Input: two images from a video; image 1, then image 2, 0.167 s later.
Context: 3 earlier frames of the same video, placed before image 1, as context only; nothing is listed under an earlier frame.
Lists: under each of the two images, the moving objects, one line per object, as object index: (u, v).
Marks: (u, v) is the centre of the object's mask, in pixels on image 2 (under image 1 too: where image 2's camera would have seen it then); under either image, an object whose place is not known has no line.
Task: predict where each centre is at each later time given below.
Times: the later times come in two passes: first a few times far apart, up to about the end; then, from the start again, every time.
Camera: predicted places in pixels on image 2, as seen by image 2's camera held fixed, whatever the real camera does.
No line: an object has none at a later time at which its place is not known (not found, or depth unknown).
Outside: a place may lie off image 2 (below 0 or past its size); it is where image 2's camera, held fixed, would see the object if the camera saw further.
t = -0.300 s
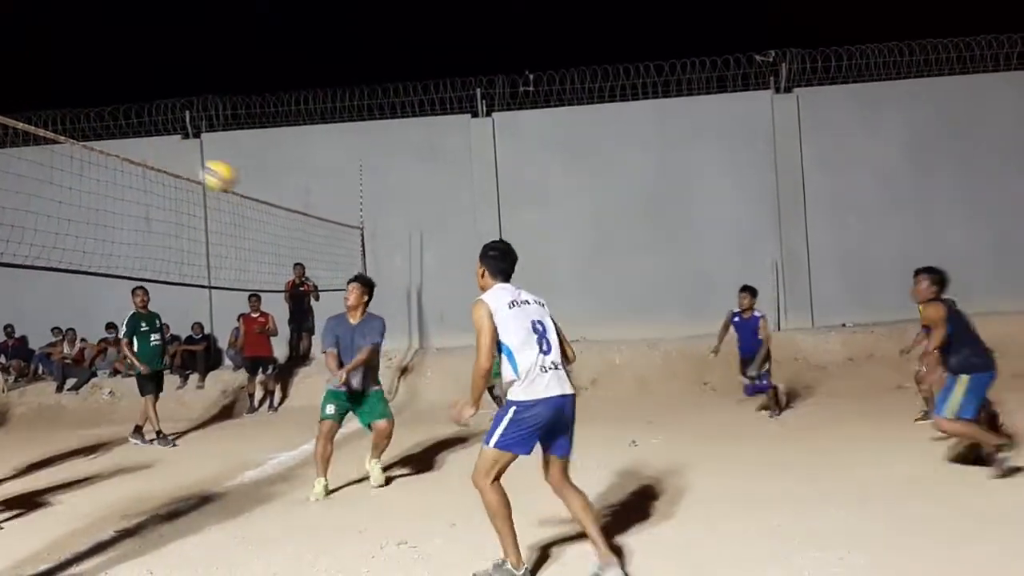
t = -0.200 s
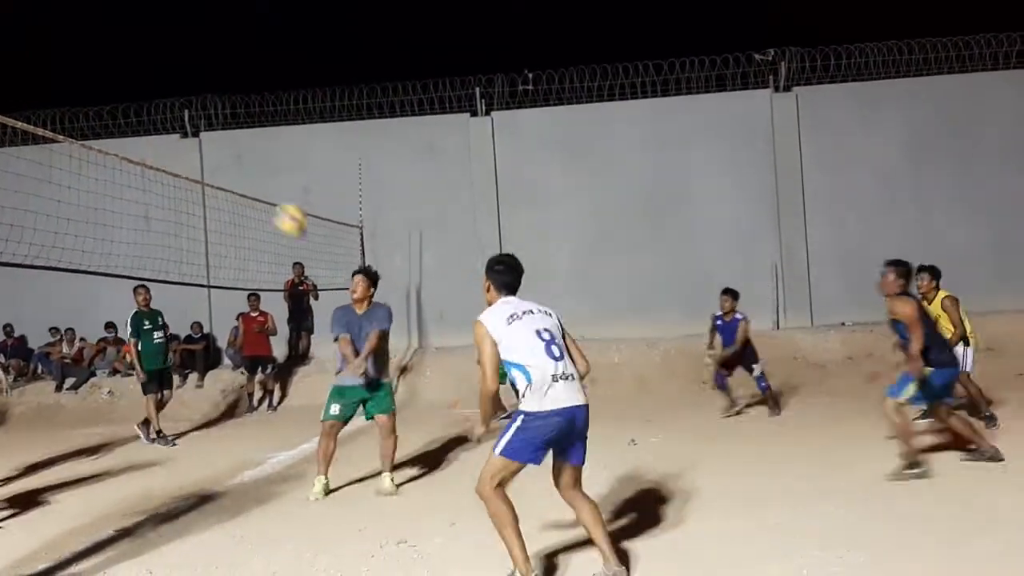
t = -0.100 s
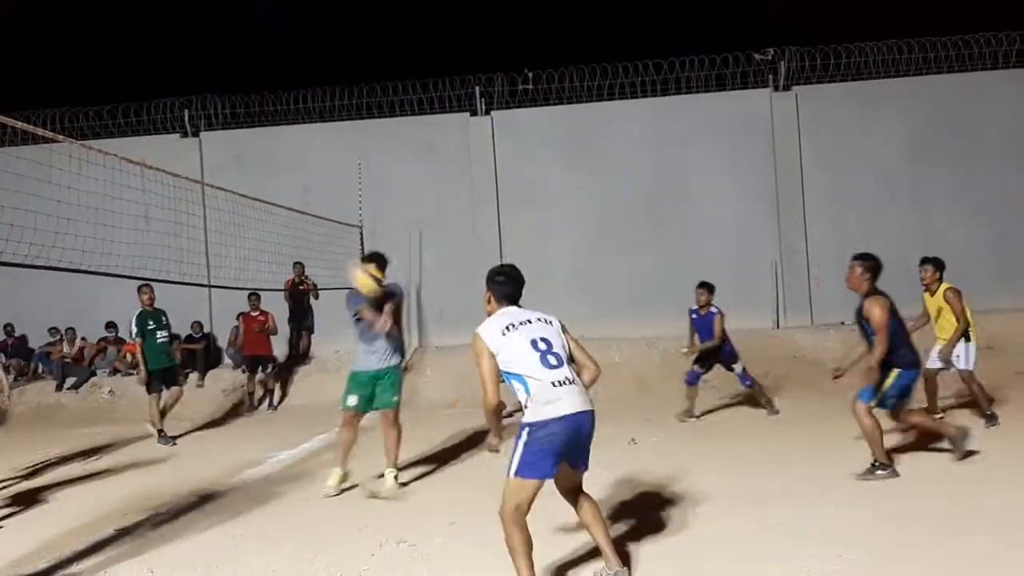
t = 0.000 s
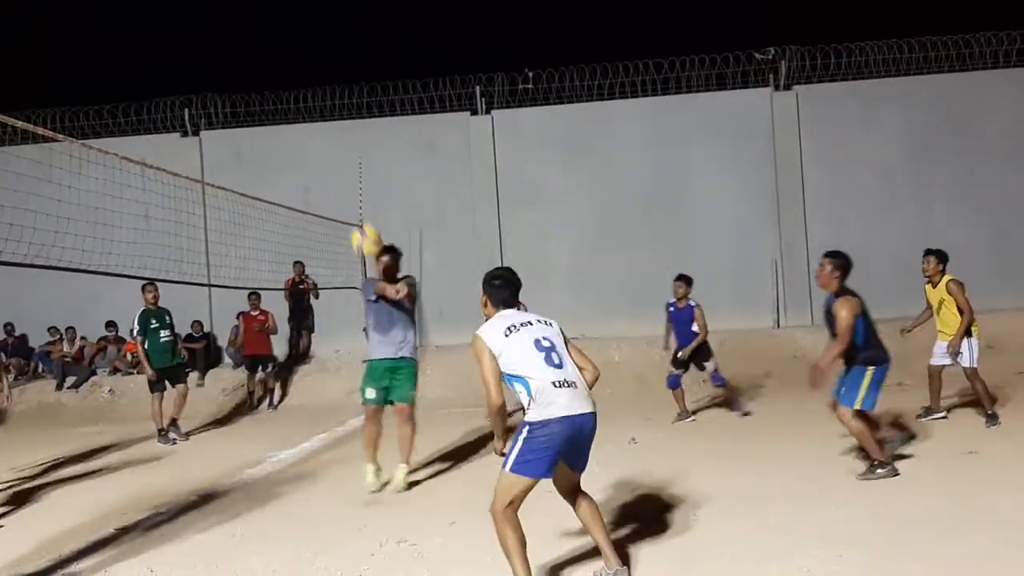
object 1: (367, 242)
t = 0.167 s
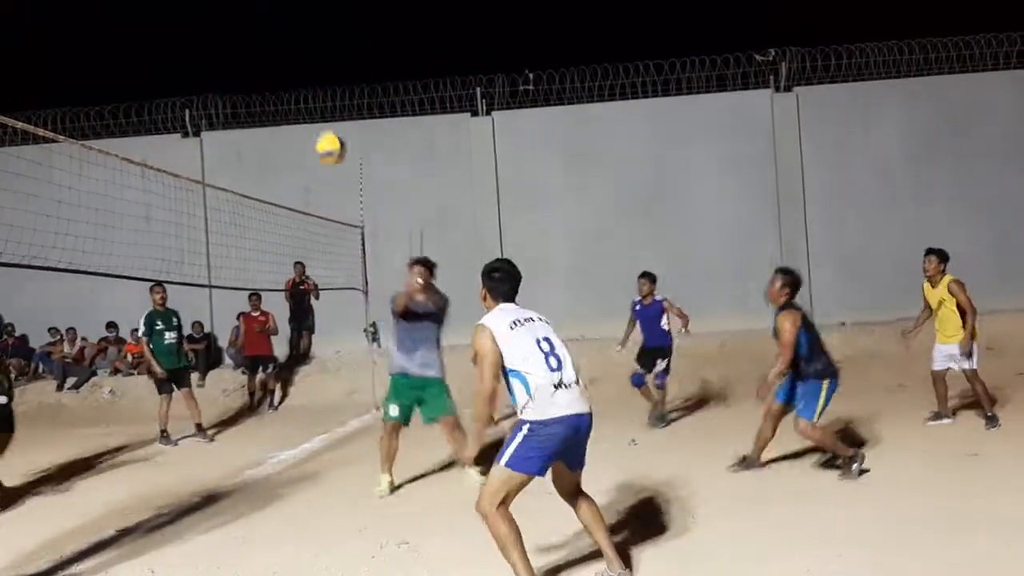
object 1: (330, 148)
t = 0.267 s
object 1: (307, 106)
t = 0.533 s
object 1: (248, 64)
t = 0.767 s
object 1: (196, 122)
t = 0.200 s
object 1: (323, 133)
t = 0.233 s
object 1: (316, 118)
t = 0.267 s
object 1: (307, 106)
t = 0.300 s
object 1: (300, 96)
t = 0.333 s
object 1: (294, 87)
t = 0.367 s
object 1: (286, 80)
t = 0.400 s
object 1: (278, 73)
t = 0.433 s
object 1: (271, 69)
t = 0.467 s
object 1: (263, 65)
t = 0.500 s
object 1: (256, 64)
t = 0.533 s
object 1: (248, 64)
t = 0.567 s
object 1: (240, 66)
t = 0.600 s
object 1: (233, 71)
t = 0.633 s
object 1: (226, 77)
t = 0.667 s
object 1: (218, 85)
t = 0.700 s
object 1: (211, 95)
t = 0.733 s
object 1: (203, 108)
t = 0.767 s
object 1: (196, 122)
